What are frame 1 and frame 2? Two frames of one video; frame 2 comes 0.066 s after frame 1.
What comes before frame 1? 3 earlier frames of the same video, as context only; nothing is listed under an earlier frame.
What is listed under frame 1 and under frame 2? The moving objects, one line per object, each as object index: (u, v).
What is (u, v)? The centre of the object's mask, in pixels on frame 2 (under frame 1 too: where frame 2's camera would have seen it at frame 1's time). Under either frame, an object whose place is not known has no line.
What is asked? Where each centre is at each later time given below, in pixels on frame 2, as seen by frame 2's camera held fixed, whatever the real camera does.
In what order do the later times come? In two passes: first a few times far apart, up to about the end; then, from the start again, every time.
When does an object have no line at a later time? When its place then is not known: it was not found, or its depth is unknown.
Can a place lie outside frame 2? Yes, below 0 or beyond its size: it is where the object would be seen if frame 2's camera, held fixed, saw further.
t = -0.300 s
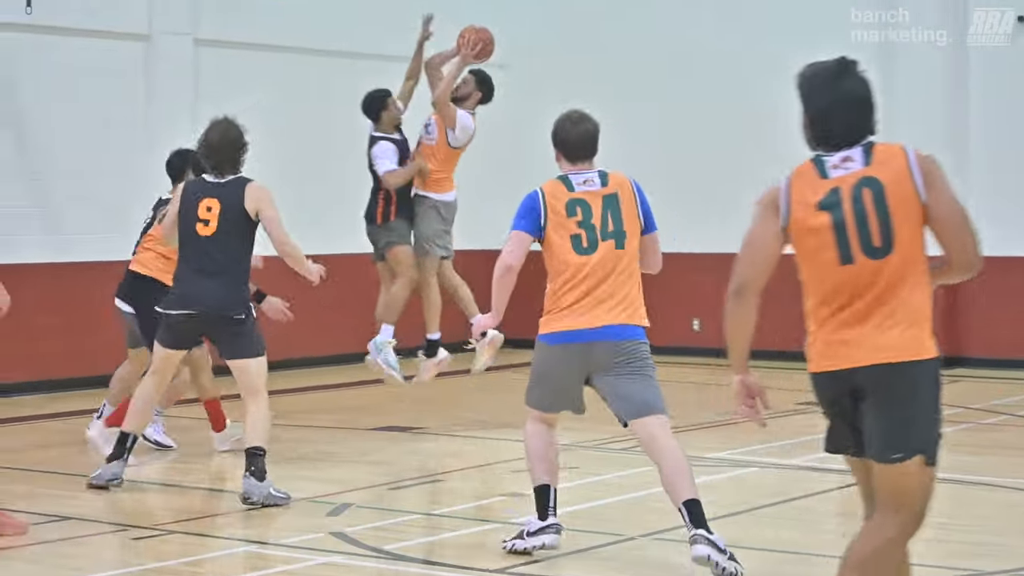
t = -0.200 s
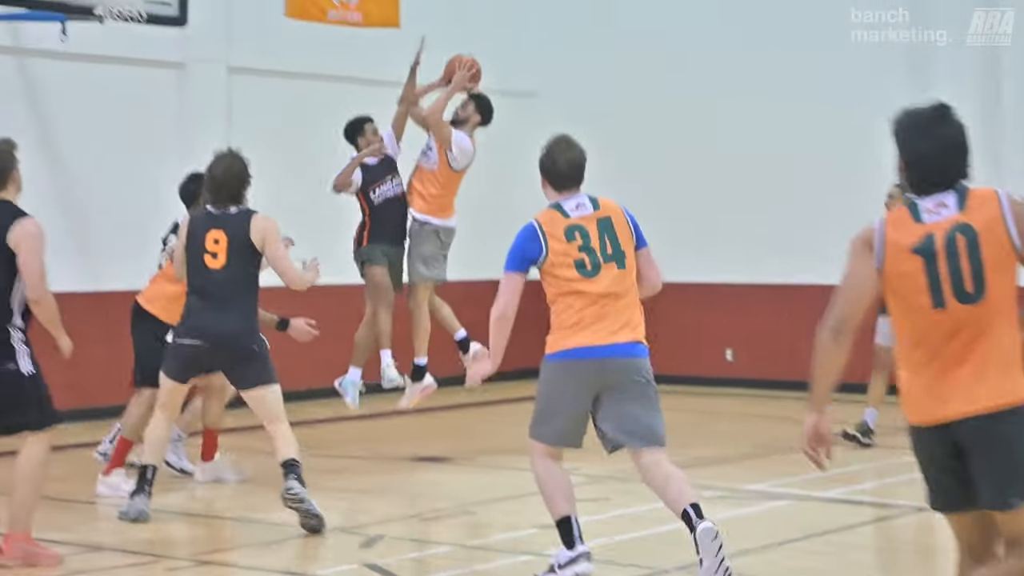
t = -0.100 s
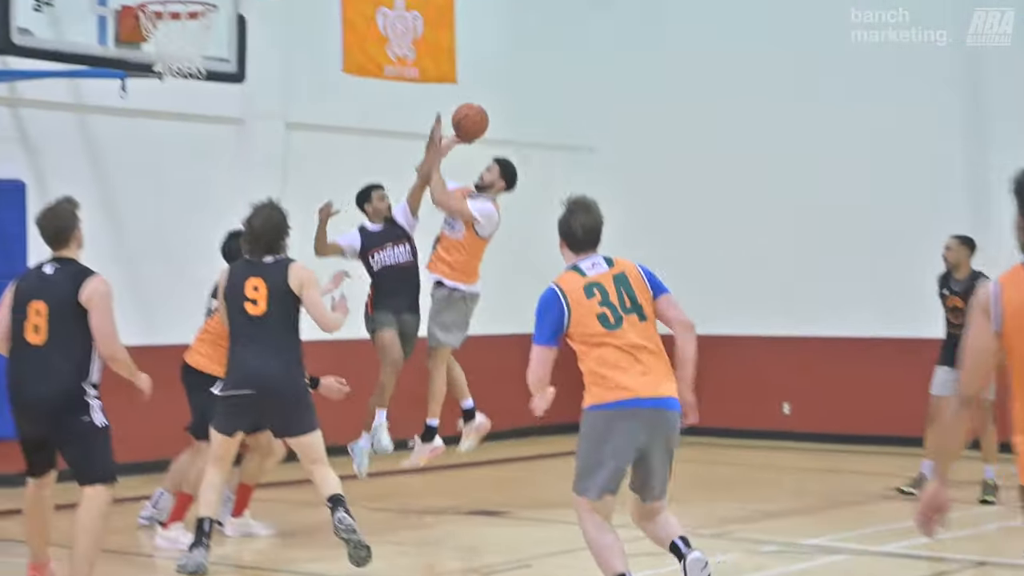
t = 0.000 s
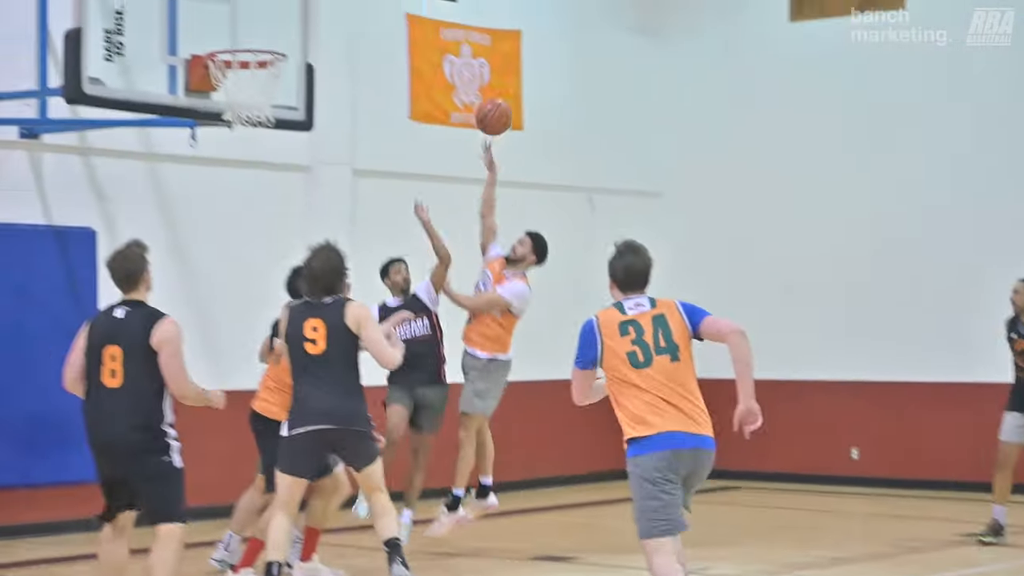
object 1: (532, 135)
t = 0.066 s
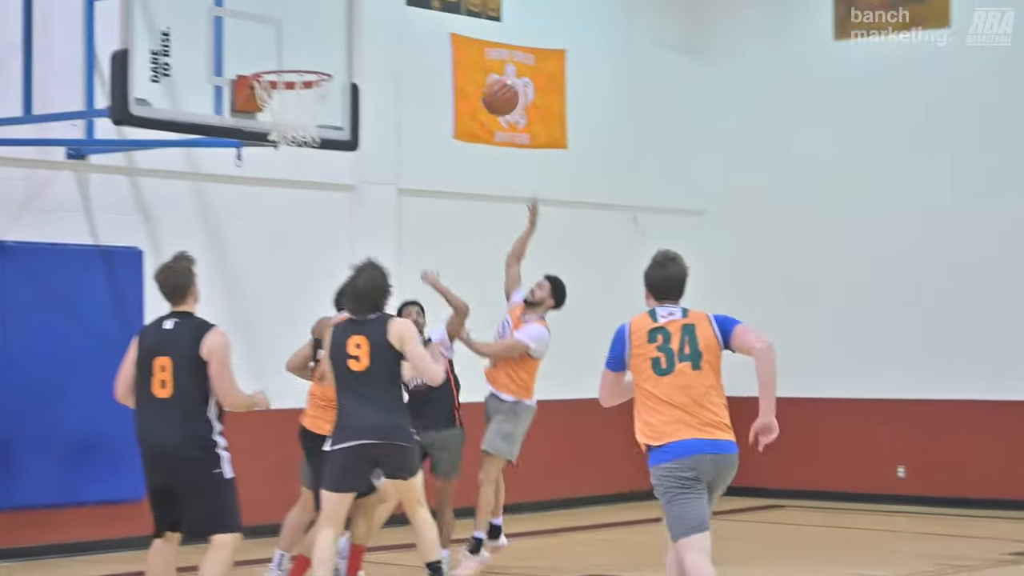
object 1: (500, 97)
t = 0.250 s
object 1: (397, 27)
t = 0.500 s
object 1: (302, 10)
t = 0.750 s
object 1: (297, 64)
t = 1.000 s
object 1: (272, 98)
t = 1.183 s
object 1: (285, 111)
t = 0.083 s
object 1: (491, 90)
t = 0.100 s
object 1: (482, 81)
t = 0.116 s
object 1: (473, 74)
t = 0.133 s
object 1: (463, 66)
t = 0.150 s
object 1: (454, 59)
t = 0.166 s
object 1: (444, 53)
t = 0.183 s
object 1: (435, 47)
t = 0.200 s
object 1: (425, 41)
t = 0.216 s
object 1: (416, 36)
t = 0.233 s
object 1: (406, 31)
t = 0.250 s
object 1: (397, 27)
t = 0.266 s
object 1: (387, 23)
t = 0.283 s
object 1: (378, 20)
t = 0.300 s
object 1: (368, 16)
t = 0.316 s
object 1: (359, 14)
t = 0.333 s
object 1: (349, 11)
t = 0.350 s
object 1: (339, 9)
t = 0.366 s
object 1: (330, 8)
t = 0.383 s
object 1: (320, 7)
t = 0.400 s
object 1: (311, 6)
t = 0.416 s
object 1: (305, 6)
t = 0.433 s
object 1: (304, 6)
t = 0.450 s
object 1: (304, 6)
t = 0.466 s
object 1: (303, 7)
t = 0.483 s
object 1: (303, 8)
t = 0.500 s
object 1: (302, 10)
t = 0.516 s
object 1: (302, 12)
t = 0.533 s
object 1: (301, 15)
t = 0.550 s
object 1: (301, 18)
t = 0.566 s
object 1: (300, 21)
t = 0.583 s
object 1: (300, 25)
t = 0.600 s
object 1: (300, 30)
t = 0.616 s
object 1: (299, 35)
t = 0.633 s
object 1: (299, 40)
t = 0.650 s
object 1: (298, 46)
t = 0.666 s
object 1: (298, 52)
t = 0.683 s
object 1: (297, 58)
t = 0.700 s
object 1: (298, 64)
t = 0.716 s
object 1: (298, 63)
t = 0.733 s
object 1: (298, 64)
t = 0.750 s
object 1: (297, 64)
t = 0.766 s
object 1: (298, 70)
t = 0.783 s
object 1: (296, 75)
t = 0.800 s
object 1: (296, 78)
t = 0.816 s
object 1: (296, 82)
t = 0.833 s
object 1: (294, 82)
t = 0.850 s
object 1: (292, 83)
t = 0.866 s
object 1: (289, 83)
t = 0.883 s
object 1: (287, 84)
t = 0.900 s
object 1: (285, 87)
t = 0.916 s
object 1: (281, 89)
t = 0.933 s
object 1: (279, 92)
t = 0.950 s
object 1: (276, 93)
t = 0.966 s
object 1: (275, 95)
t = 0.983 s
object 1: (273, 97)
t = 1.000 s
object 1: (272, 98)
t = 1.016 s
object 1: (272, 99)
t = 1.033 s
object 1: (272, 98)
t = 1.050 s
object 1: (272, 98)
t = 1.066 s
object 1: (272, 99)
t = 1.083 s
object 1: (273, 99)
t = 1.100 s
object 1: (274, 100)
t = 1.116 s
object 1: (274, 100)
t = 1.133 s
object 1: (275, 102)
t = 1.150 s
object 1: (276, 102)
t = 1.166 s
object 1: (277, 104)
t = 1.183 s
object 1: (285, 111)
